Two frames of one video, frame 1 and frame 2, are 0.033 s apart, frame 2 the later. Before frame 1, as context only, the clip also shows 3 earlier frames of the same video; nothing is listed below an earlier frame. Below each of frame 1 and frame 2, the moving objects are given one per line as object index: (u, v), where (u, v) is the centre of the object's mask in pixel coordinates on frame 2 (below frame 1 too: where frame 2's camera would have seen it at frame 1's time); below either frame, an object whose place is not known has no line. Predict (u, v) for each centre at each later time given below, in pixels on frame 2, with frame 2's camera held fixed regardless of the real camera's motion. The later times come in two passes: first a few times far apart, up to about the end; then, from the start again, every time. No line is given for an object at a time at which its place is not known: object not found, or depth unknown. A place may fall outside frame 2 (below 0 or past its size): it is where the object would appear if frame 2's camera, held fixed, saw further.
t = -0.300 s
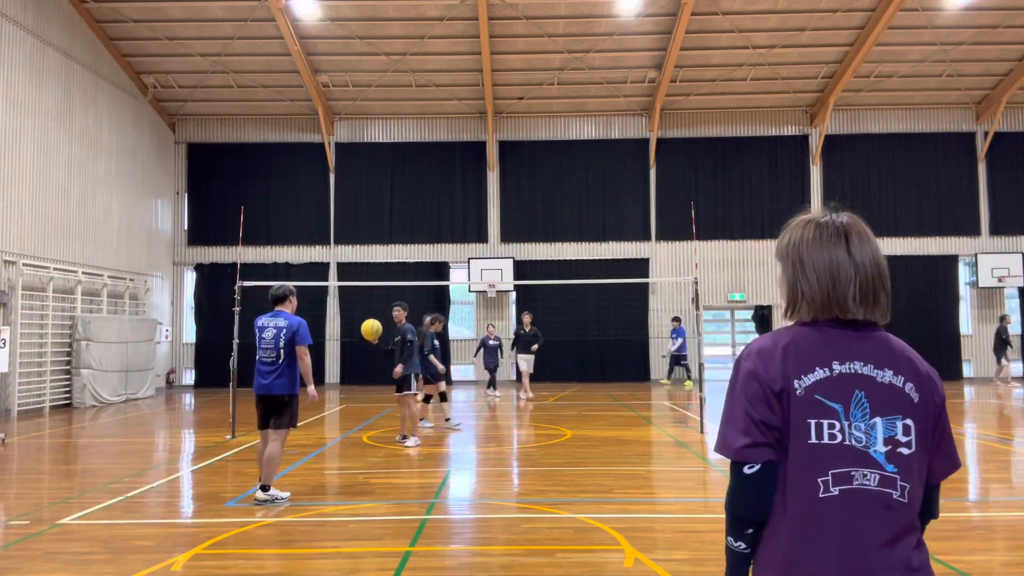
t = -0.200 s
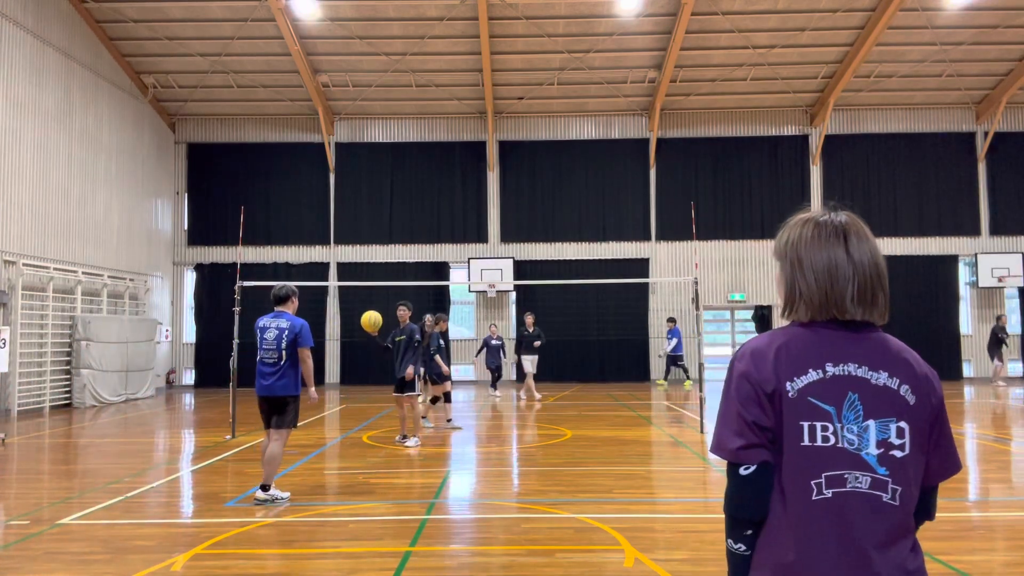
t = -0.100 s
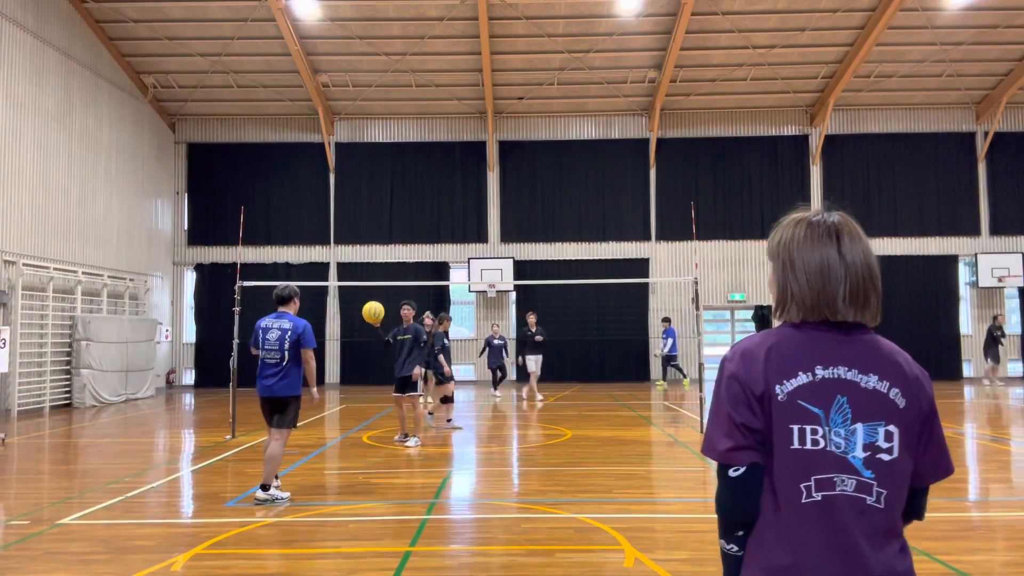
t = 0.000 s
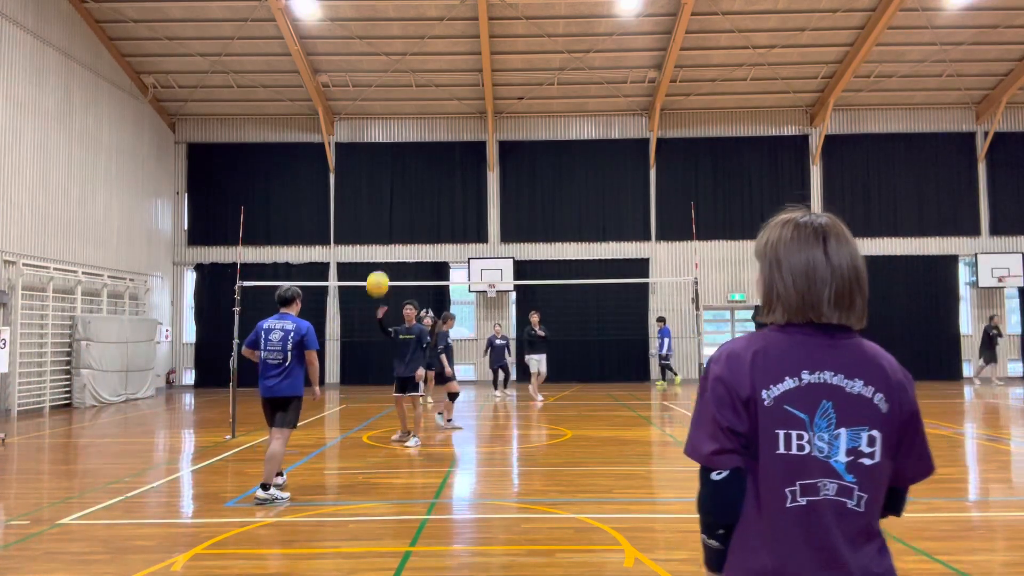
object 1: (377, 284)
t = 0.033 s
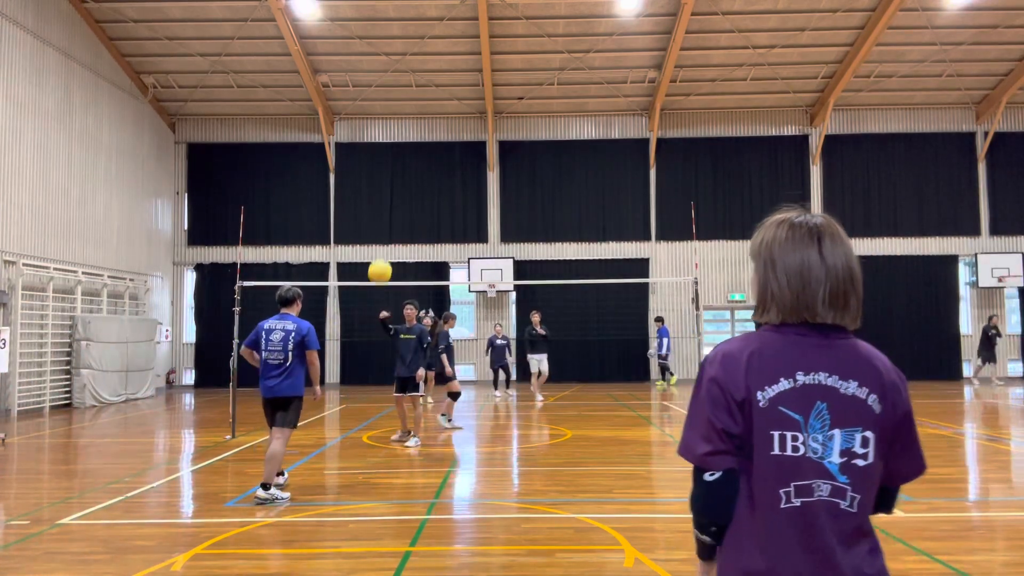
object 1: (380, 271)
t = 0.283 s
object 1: (402, 202)
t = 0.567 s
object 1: (441, 195)
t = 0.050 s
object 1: (381, 267)
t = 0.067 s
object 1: (382, 260)
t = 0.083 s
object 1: (384, 255)
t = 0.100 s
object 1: (385, 248)
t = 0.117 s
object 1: (386, 243)
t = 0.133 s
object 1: (387, 237)
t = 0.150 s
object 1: (389, 233)
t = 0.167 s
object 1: (390, 229)
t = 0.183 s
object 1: (392, 224)
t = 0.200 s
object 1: (394, 220)
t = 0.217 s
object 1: (395, 216)
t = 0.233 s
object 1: (397, 212)
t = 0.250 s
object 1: (399, 208)
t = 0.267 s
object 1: (400, 205)
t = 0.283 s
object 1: (402, 202)
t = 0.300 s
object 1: (404, 199)
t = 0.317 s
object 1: (406, 196)
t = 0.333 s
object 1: (408, 194)
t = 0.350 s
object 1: (410, 192)
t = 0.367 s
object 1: (412, 191)
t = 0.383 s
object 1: (414, 189)
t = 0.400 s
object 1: (416, 188)
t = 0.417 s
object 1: (419, 187)
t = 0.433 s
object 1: (421, 187)
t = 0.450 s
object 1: (423, 187)
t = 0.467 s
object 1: (425, 187)
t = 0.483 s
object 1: (428, 187)
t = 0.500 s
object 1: (430, 188)
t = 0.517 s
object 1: (433, 189)
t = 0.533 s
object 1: (435, 191)
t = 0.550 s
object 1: (438, 193)
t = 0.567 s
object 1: (441, 195)
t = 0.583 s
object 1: (444, 198)
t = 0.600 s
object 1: (447, 201)
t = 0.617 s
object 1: (450, 205)
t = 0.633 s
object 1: (453, 209)
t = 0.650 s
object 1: (456, 214)
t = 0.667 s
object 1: (459, 219)
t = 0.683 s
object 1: (462, 225)
